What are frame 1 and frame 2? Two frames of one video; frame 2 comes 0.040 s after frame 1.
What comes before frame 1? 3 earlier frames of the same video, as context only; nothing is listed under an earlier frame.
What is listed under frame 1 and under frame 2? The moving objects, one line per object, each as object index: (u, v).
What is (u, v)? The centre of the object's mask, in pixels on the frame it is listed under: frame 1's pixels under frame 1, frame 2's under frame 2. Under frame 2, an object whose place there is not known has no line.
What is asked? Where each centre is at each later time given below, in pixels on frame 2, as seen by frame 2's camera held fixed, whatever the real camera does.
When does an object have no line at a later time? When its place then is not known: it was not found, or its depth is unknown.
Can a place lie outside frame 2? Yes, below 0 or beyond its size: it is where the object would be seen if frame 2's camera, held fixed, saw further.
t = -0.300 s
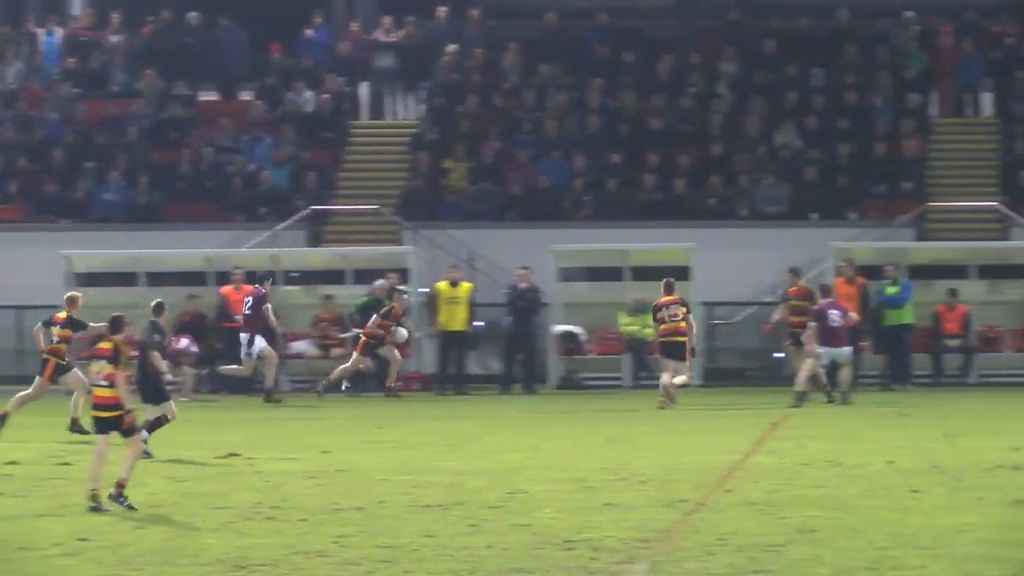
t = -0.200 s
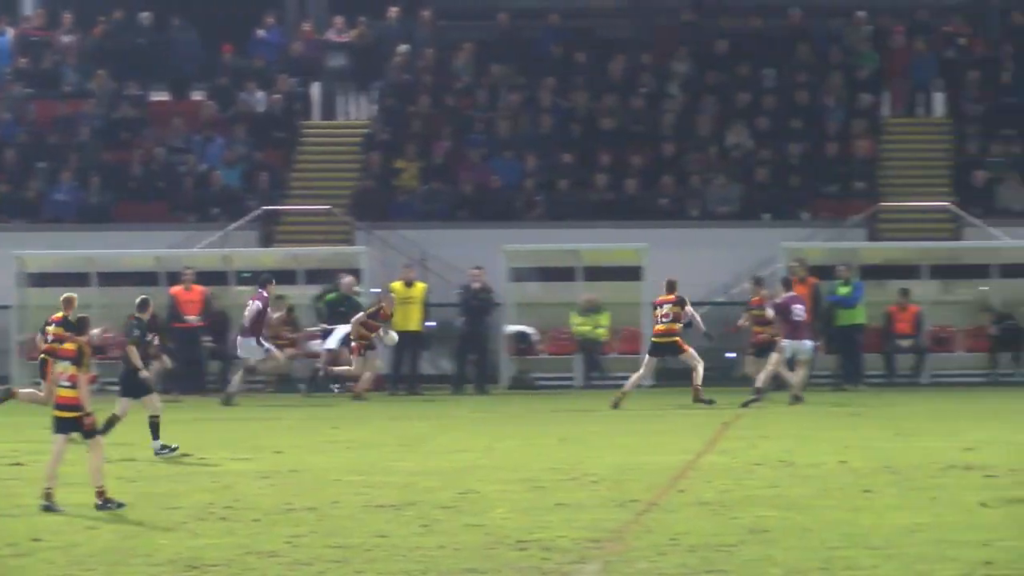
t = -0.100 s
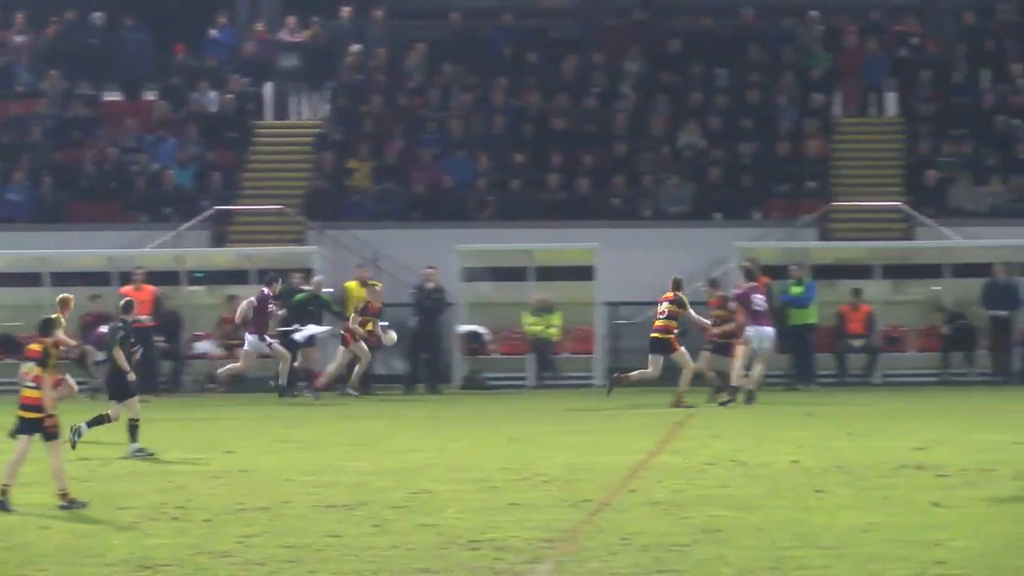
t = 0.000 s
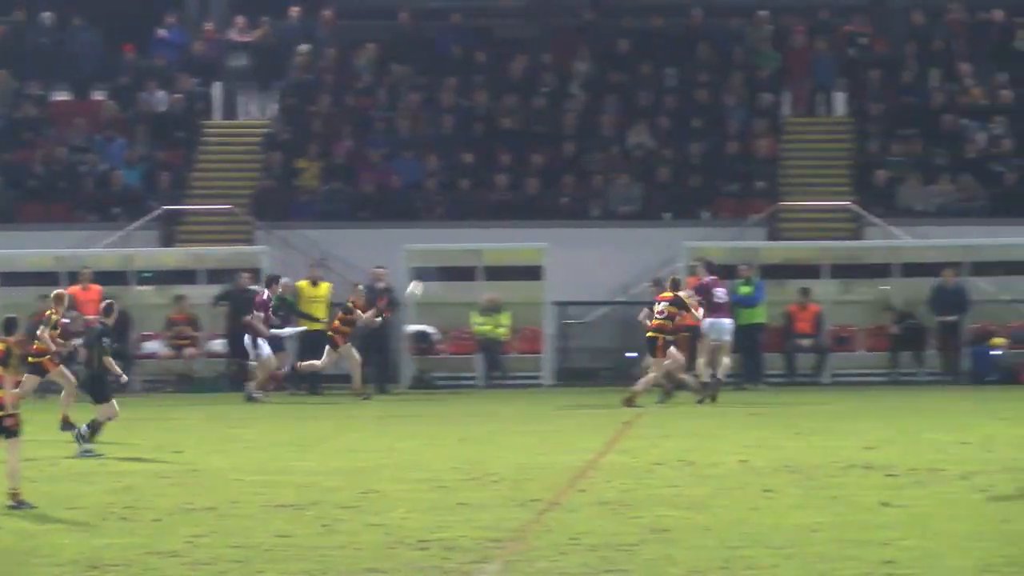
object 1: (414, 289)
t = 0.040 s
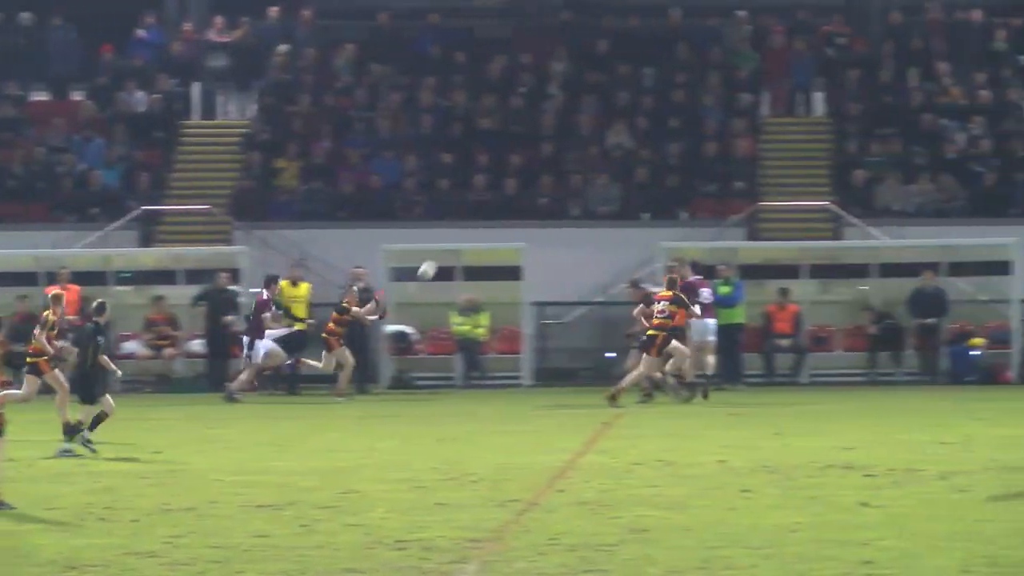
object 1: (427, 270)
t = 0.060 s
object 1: (443, 261)
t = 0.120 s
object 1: (495, 231)
